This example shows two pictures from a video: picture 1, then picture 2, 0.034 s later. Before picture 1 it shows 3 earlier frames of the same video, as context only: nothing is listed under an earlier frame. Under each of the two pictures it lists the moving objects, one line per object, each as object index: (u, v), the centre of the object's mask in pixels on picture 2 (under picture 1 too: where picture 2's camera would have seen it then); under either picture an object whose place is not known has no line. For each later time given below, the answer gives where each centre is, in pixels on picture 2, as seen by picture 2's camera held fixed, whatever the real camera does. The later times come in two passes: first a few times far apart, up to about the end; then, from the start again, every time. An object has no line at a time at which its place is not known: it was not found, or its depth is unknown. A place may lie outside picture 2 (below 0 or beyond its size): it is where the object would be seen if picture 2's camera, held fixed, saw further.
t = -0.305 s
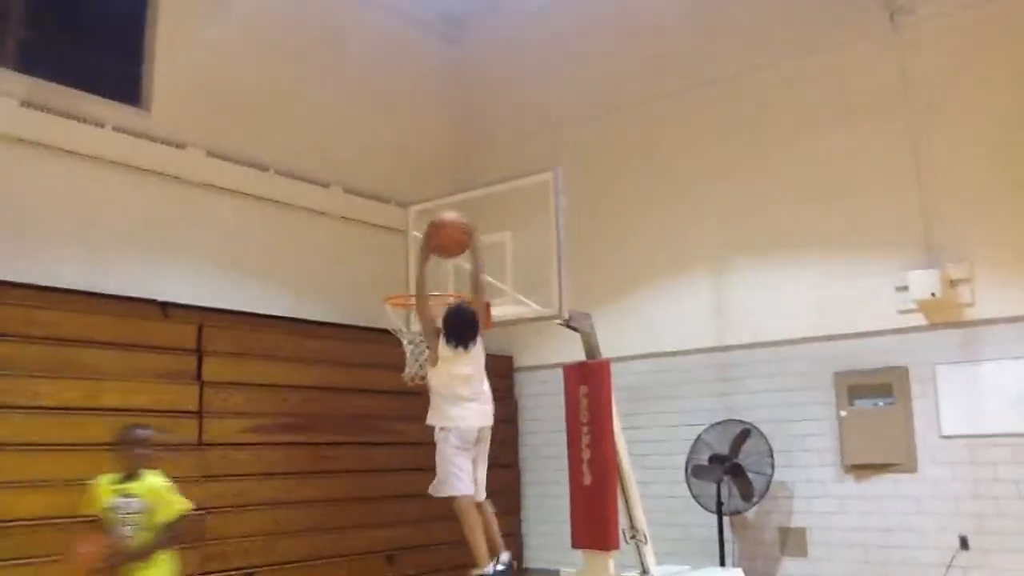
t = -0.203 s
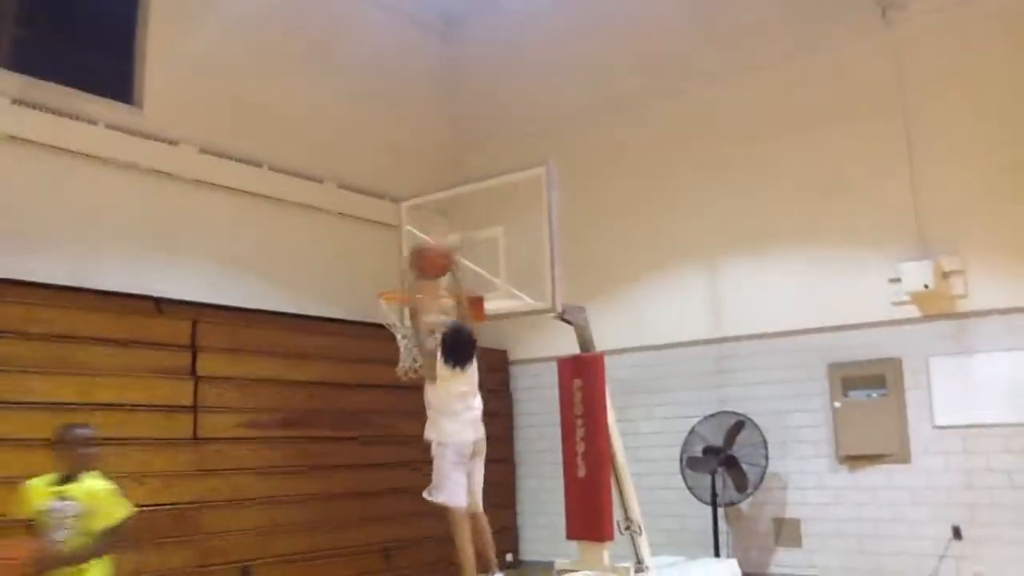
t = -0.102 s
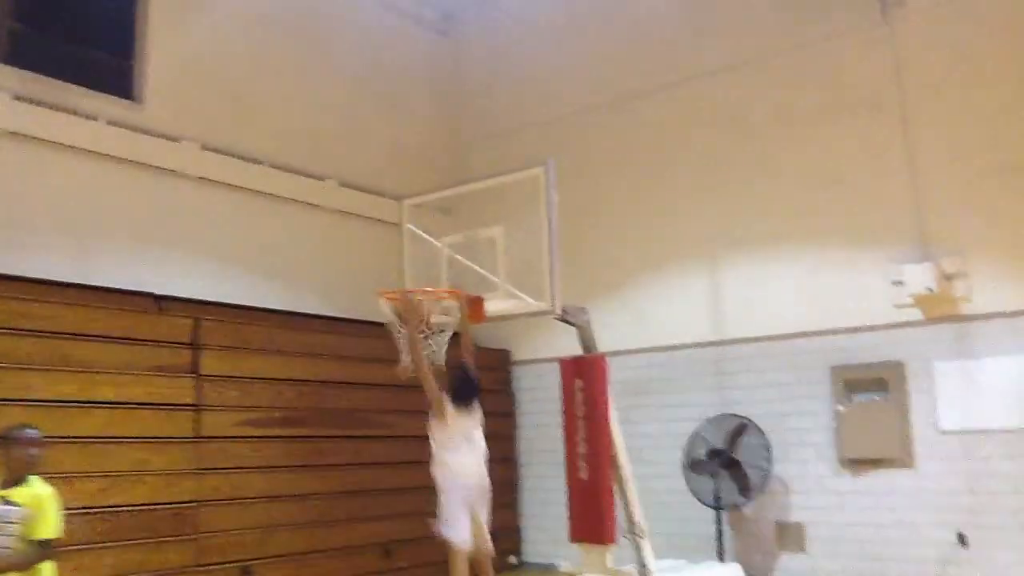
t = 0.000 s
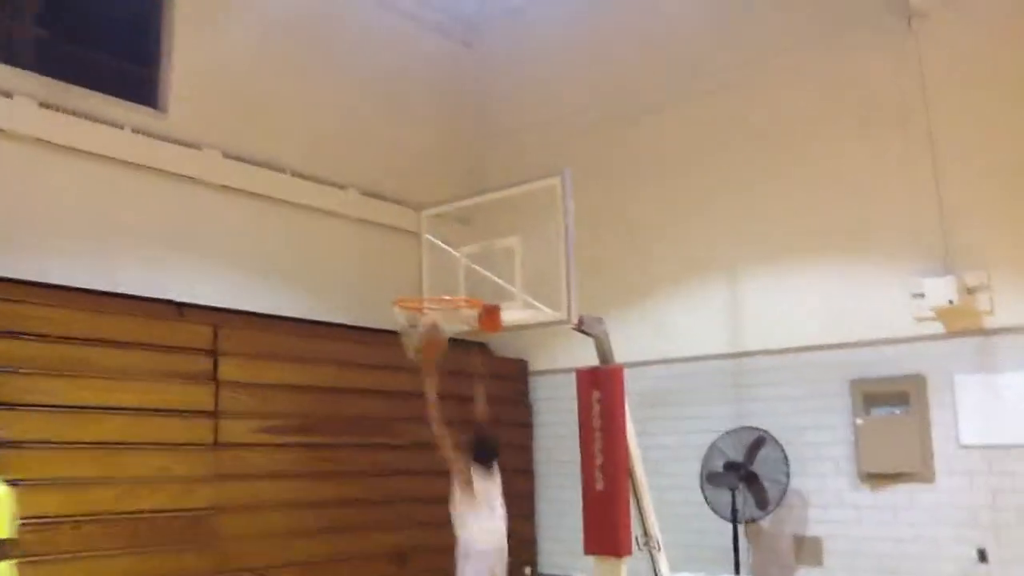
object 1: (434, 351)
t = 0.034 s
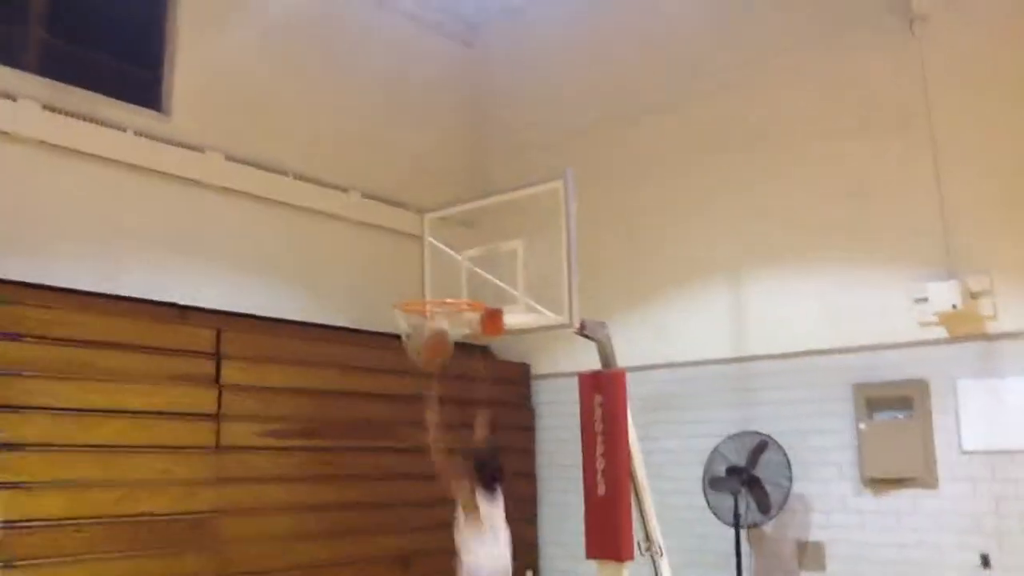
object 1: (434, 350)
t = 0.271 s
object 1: (443, 382)
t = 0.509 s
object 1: (459, 481)
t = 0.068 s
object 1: (435, 354)
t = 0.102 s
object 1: (439, 357)
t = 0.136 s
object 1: (439, 361)
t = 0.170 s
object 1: (443, 364)
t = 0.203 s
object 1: (447, 375)
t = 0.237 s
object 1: (443, 378)
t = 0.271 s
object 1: (443, 382)
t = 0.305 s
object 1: (446, 388)
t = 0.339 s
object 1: (449, 395)
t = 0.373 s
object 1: (451, 403)
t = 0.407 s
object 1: (453, 421)
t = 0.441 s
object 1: (455, 439)
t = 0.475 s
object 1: (456, 457)
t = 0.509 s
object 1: (459, 481)
